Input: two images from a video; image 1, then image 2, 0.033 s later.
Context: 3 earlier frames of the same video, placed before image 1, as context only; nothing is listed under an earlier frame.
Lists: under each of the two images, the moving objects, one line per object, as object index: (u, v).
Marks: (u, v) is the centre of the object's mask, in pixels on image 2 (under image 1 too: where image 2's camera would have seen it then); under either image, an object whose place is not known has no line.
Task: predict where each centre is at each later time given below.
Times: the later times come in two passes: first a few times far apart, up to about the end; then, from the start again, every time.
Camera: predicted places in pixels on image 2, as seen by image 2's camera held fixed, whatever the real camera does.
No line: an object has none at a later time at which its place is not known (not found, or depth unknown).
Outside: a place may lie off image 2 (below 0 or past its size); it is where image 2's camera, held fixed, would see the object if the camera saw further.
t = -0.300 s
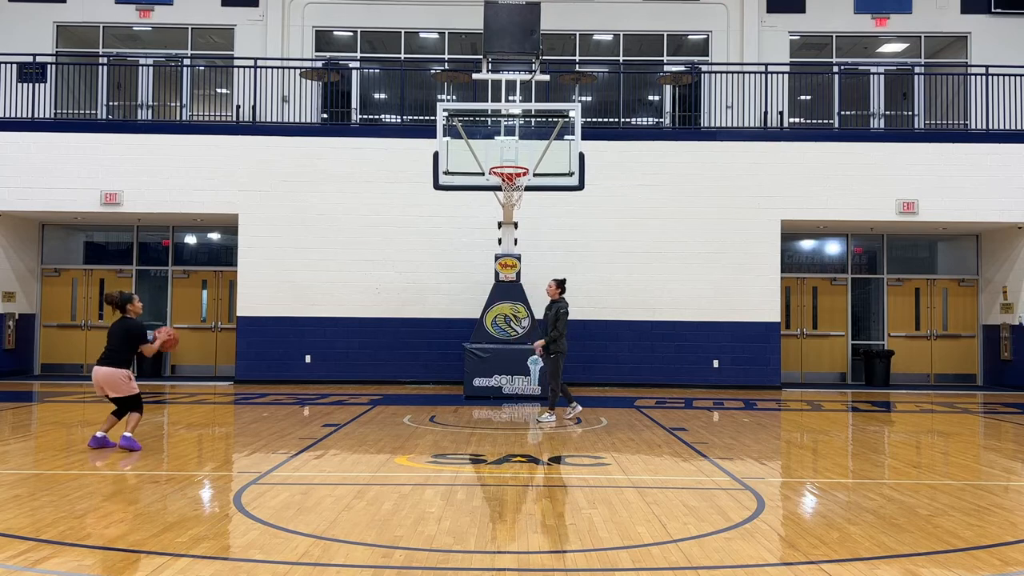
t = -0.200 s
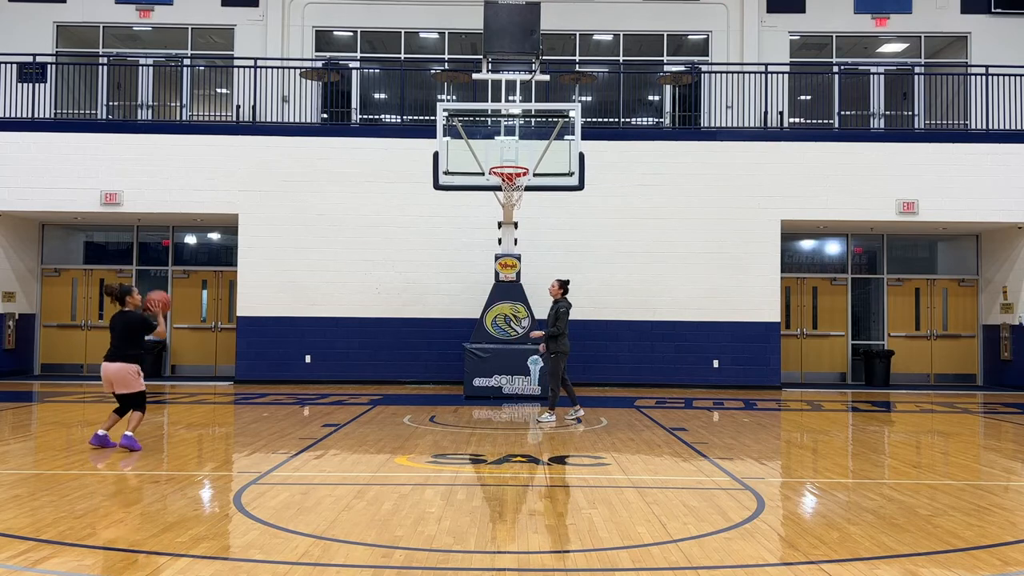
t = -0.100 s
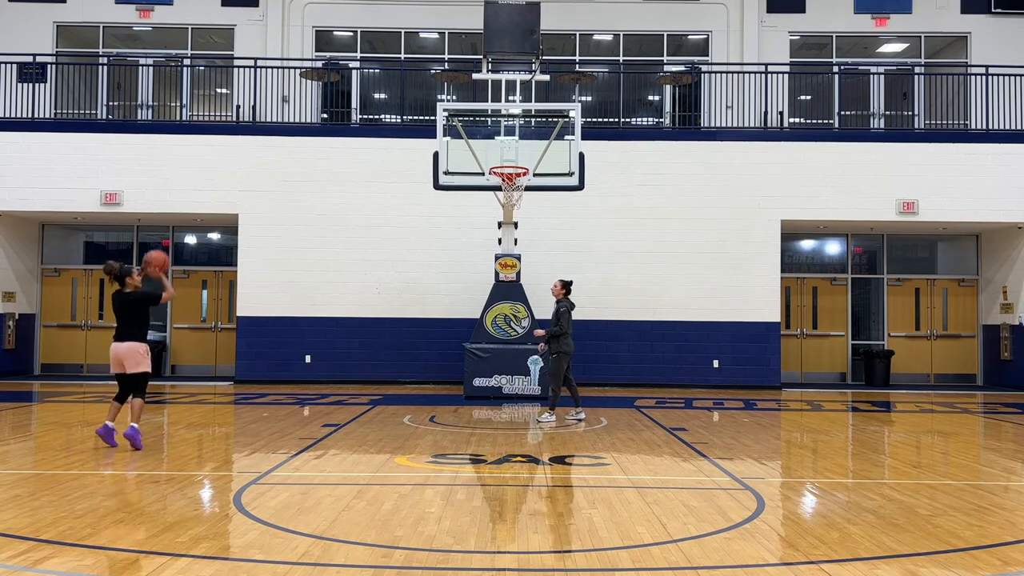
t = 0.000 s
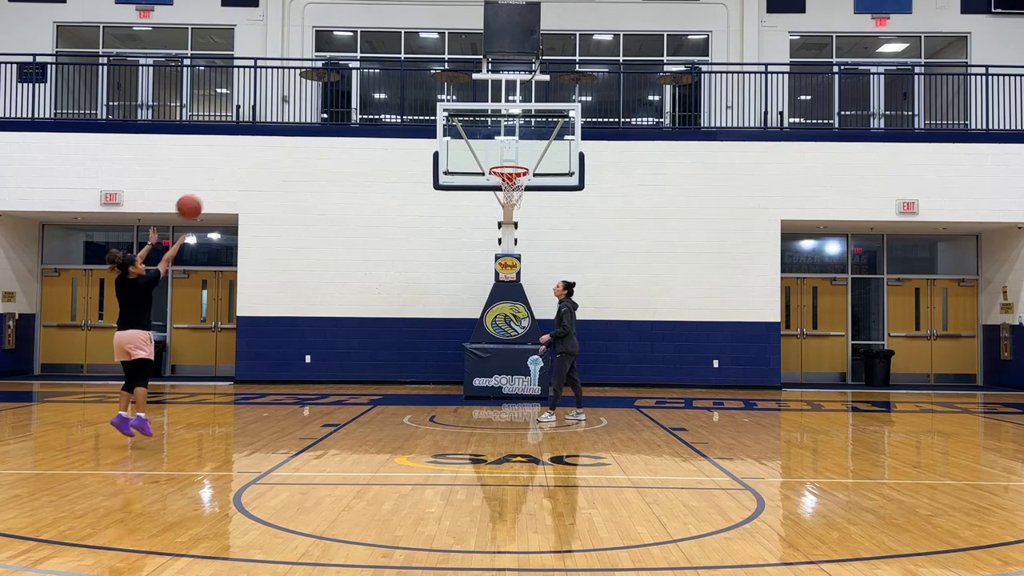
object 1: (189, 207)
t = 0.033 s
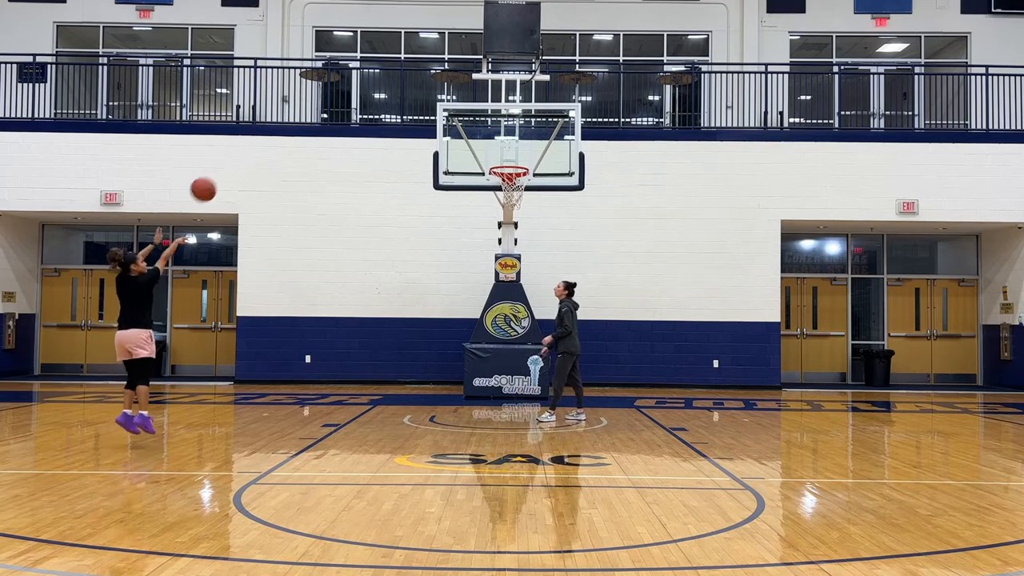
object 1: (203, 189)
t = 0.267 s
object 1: (294, 105)
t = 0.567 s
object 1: (392, 79)
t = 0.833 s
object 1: (467, 120)
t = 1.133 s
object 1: (527, 201)
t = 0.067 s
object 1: (217, 173)
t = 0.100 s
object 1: (231, 158)
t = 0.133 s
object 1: (244, 145)
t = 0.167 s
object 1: (257, 133)
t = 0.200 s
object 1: (269, 123)
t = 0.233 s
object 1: (282, 113)
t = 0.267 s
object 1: (294, 105)
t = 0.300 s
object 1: (305, 98)
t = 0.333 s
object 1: (317, 92)
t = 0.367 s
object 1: (328, 87)
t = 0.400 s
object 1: (339, 83)
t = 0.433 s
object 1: (351, 80)
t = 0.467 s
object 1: (361, 78)
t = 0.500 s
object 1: (372, 77)
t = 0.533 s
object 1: (382, 78)
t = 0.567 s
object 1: (392, 79)
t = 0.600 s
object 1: (402, 81)
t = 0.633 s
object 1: (412, 84)
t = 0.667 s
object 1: (421, 88)
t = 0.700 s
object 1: (430, 92)
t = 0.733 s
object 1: (439, 98)
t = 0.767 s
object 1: (449, 105)
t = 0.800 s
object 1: (458, 112)
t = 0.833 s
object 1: (467, 120)
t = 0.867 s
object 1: (476, 129)
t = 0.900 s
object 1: (484, 138)
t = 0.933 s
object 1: (492, 148)
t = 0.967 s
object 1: (500, 158)
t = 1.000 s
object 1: (508, 169)
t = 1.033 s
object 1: (517, 179)
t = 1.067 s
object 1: (523, 192)
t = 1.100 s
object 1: (525, 195)
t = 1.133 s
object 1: (527, 201)
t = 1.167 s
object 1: (530, 206)
